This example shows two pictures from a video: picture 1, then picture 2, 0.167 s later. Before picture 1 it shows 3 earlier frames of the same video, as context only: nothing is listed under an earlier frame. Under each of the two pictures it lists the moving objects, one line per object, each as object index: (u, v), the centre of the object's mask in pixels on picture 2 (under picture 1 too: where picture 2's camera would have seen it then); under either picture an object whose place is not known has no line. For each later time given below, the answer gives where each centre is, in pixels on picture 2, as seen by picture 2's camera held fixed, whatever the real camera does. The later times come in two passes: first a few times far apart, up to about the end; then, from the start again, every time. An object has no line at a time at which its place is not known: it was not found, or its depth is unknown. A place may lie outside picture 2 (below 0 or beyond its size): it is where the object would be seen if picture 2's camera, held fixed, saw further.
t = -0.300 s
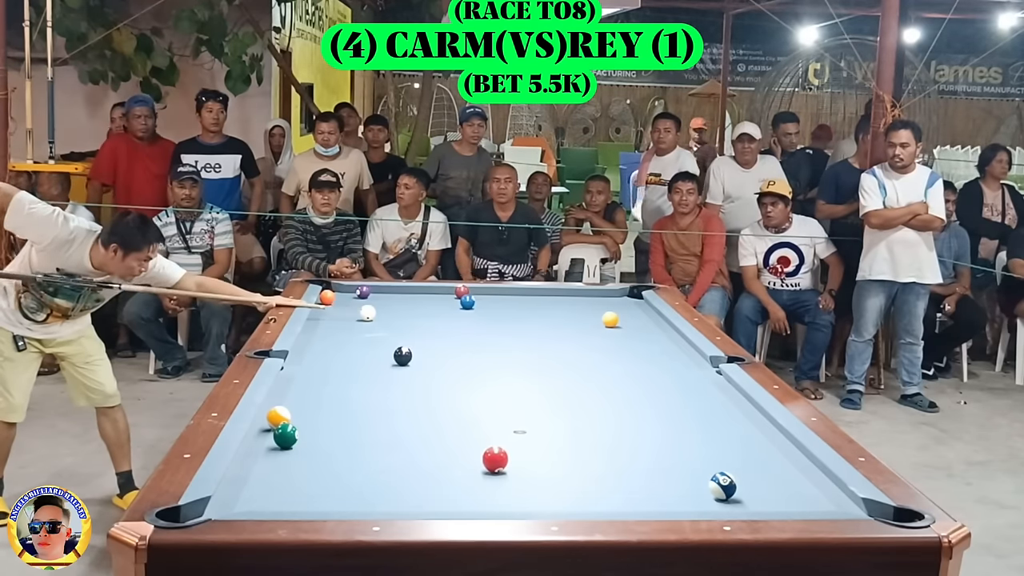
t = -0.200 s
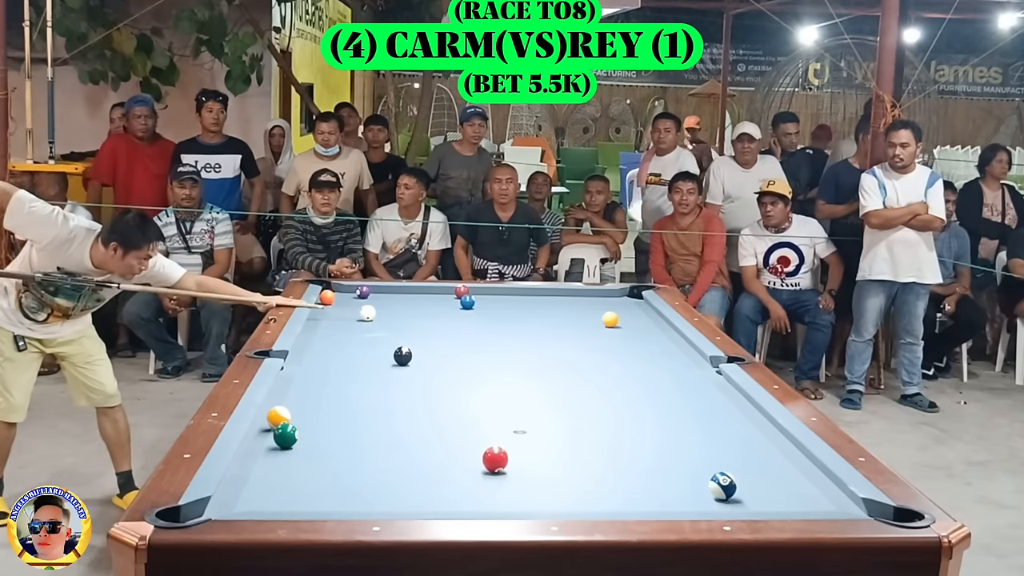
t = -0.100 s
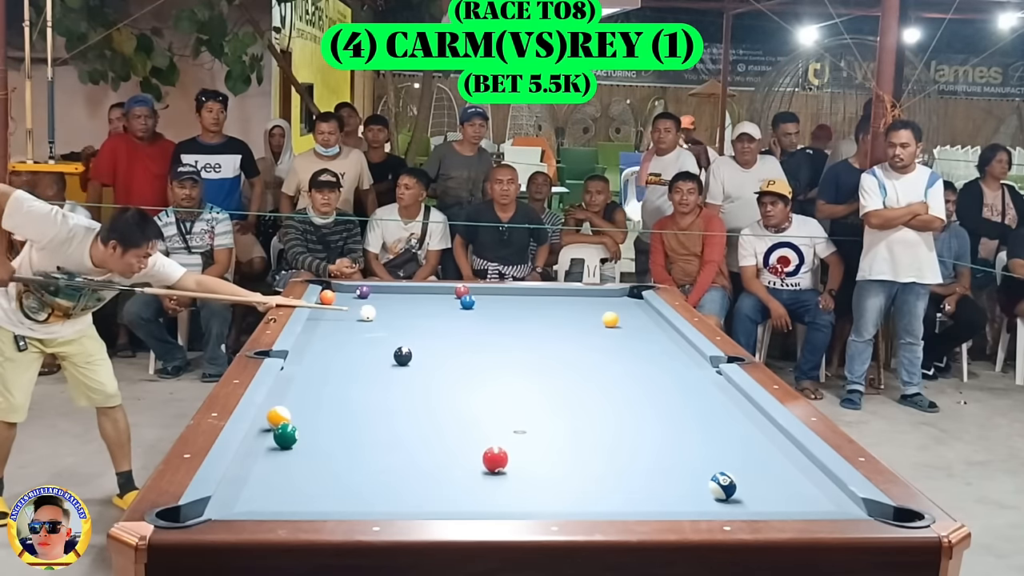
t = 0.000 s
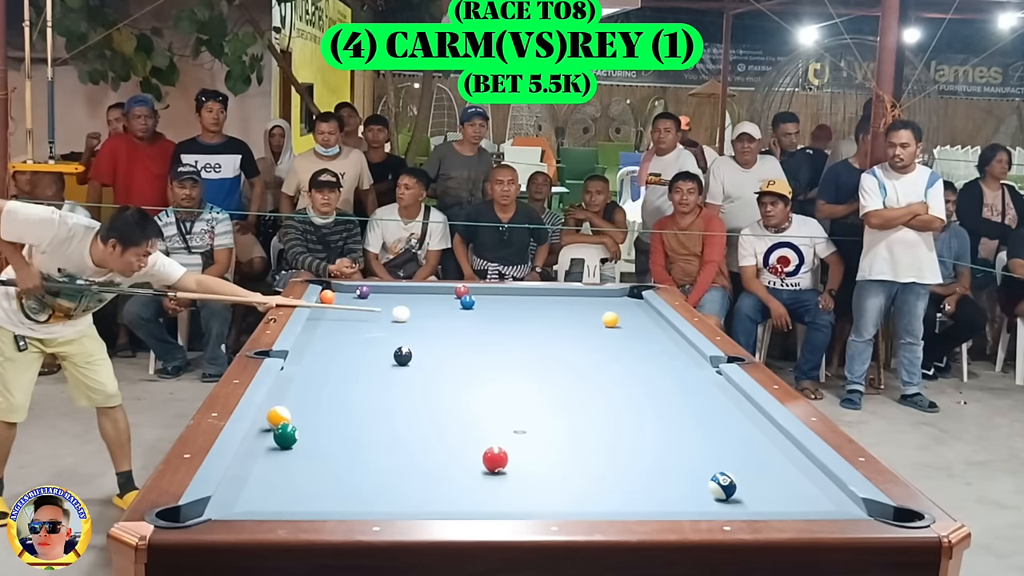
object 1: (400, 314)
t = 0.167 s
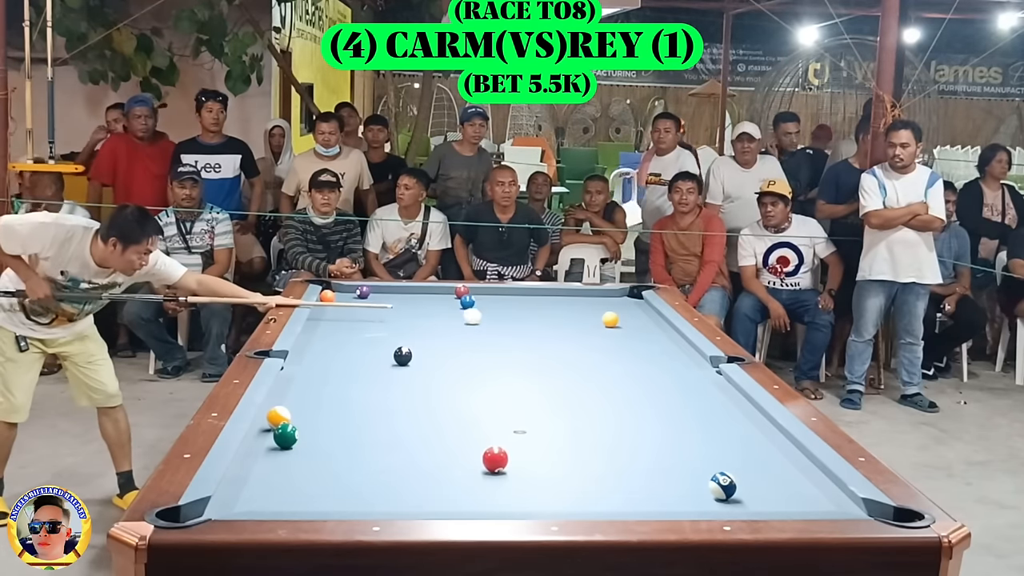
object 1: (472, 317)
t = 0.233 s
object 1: (500, 317)
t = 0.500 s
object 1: (605, 323)
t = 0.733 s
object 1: (664, 332)
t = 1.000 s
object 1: (650, 340)
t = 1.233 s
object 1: (626, 347)
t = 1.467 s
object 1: (601, 354)
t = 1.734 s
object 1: (573, 361)
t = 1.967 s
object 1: (547, 369)
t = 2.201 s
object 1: (520, 376)
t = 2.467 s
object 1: (488, 385)
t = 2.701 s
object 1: (458, 395)
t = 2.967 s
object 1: (425, 402)
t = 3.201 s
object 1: (395, 411)
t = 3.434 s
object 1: (365, 420)
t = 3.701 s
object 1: (331, 429)
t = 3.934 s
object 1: (309, 438)
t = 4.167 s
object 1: (302, 445)
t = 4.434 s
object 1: (296, 452)
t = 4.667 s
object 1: (290, 459)
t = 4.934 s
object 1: (284, 466)
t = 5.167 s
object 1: (279, 472)
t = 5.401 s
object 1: (275, 477)
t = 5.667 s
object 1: (272, 482)
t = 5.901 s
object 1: (270, 485)
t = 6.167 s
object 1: (269, 489)
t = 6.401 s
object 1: (270, 491)
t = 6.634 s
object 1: (270, 492)
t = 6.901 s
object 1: (270, 494)
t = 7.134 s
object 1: (269, 494)
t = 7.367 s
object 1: (270, 494)
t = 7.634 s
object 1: (270, 494)
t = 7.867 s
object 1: (270, 494)
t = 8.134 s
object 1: (270, 494)
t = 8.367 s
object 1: (270, 494)
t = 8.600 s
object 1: (270, 494)
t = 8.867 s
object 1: (270, 494)
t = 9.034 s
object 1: (270, 494)
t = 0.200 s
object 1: (486, 317)
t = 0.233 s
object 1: (500, 317)
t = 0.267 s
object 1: (514, 318)
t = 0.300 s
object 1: (528, 318)
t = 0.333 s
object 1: (542, 319)
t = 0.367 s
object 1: (557, 319)
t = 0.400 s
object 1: (571, 320)
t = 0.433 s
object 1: (584, 321)
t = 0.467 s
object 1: (598, 321)
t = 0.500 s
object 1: (605, 323)
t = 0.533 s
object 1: (613, 324)
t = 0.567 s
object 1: (621, 325)
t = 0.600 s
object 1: (629, 326)
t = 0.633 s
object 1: (638, 327)
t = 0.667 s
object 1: (647, 329)
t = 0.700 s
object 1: (655, 330)
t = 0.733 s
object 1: (664, 332)
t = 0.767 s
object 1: (674, 334)
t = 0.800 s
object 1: (671, 334)
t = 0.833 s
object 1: (667, 335)
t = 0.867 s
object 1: (664, 336)
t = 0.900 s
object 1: (660, 337)
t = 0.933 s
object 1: (657, 338)
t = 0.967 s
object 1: (654, 339)
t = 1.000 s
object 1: (650, 340)
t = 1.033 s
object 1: (647, 341)
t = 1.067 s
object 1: (643, 342)
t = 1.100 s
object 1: (639, 343)
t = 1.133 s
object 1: (636, 344)
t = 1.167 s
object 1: (633, 345)
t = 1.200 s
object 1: (629, 346)
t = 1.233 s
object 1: (626, 347)
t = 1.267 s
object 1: (622, 348)
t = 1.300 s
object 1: (618, 349)
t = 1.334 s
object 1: (615, 350)
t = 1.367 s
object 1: (612, 351)
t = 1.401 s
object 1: (608, 352)
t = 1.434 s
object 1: (604, 353)
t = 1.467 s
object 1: (601, 354)
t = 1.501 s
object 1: (597, 355)
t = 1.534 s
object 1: (593, 356)
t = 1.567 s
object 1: (590, 356)
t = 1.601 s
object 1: (586, 358)
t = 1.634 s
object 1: (583, 359)
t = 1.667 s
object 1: (580, 359)
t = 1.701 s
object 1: (577, 360)
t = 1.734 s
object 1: (573, 361)
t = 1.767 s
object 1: (568, 363)
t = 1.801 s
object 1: (566, 364)
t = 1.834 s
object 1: (562, 365)
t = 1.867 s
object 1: (558, 366)
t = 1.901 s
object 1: (555, 367)
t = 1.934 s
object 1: (550, 368)
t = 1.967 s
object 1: (547, 369)
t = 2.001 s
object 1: (543, 370)
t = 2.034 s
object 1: (539, 372)
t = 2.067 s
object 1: (535, 372)
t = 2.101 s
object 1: (531, 372)
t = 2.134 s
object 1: (527, 374)
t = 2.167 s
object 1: (524, 375)
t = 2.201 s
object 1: (520, 376)
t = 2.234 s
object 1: (516, 378)
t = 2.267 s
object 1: (512, 379)
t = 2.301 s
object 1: (509, 380)
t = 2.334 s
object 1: (504, 381)
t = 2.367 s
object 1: (499, 382)
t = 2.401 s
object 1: (496, 385)
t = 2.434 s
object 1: (492, 385)
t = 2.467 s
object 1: (488, 385)
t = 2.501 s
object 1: (484, 386)
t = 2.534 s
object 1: (480, 387)
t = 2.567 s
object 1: (476, 389)
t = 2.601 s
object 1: (472, 390)
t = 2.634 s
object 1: (468, 391)
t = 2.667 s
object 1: (463, 392)
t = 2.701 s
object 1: (458, 395)
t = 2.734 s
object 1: (454, 395)
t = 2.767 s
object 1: (450, 395)
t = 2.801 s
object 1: (446, 397)
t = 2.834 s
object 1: (442, 397)
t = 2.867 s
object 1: (437, 399)
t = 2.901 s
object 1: (433, 400)
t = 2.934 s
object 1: (429, 401)
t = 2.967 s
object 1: (425, 402)
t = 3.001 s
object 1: (422, 404)
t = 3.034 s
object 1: (417, 406)
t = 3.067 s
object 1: (412, 406)
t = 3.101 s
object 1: (408, 408)
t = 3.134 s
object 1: (404, 409)
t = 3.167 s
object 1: (399, 410)
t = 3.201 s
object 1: (395, 411)
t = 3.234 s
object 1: (391, 412)
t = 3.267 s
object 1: (387, 413)
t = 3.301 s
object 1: (382, 415)
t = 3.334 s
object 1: (378, 416)
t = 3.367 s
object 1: (374, 417)
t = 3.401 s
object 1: (369, 419)
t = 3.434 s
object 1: (365, 420)
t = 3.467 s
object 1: (360, 421)
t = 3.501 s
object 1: (357, 422)
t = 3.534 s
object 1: (352, 423)
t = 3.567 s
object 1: (348, 424)
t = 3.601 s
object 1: (344, 426)
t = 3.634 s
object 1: (339, 427)
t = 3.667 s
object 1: (335, 428)
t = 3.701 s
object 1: (331, 429)
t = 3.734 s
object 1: (327, 430)
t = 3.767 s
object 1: (323, 432)
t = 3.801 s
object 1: (318, 433)
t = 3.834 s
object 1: (313, 434)
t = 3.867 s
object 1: (311, 435)
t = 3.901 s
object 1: (310, 437)
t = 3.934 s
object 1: (309, 438)
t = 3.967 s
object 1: (308, 439)
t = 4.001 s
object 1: (307, 440)
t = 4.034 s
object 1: (306, 441)
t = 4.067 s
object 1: (305, 442)
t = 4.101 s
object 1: (304, 443)
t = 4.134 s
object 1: (303, 444)
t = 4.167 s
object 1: (302, 445)
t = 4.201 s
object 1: (301, 446)
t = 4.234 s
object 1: (301, 447)
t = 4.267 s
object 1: (300, 448)
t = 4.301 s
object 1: (299, 449)
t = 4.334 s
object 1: (299, 450)
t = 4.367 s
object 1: (298, 450)
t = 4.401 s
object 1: (297, 452)
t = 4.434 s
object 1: (296, 452)
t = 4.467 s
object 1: (295, 453)
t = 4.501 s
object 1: (294, 454)
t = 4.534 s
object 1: (293, 455)
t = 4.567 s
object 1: (292, 456)
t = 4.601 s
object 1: (291, 457)
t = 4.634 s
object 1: (291, 458)
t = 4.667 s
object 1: (290, 459)
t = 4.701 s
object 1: (289, 460)
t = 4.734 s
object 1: (288, 461)
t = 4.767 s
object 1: (287, 462)
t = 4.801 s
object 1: (287, 463)
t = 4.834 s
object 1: (286, 464)
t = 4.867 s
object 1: (285, 464)
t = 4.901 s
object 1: (285, 465)
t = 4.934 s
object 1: (284, 466)
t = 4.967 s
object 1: (283, 467)
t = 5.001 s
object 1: (282, 467)
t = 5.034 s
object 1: (282, 468)
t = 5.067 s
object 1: (281, 469)
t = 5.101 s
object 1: (280, 470)
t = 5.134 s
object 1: (280, 471)
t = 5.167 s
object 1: (279, 472)
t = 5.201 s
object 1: (278, 472)
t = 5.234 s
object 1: (278, 473)
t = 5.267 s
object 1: (277, 474)
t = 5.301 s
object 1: (277, 475)
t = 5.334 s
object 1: (276, 475)
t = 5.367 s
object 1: (275, 476)
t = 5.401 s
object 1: (275, 477)
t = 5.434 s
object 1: (274, 477)
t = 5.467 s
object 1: (274, 478)
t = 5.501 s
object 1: (274, 479)
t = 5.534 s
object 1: (273, 479)
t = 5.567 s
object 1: (273, 480)
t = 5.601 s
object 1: (273, 481)
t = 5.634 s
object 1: (272, 481)
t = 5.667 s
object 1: (272, 482)
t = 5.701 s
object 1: (271, 482)
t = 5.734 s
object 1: (271, 483)
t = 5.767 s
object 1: (271, 483)
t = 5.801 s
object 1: (270, 484)
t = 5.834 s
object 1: (270, 484)
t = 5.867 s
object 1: (270, 485)
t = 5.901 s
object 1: (270, 485)
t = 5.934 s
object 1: (269, 486)
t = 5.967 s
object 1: (269, 486)
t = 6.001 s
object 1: (269, 487)
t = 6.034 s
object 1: (269, 487)
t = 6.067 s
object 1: (269, 488)
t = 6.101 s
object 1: (269, 488)
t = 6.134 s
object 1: (269, 489)
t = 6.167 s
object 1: (269, 489)
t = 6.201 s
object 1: (269, 489)
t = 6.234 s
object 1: (269, 490)
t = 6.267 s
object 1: (269, 490)
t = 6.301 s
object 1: (269, 490)
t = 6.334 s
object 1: (269, 491)
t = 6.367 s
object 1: (269, 491)
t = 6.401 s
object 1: (270, 491)
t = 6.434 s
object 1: (270, 491)
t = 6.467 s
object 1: (270, 492)
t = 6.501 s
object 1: (270, 492)
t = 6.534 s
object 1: (270, 492)
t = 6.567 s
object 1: (270, 492)
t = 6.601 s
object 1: (270, 492)
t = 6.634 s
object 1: (270, 492)
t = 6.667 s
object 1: (271, 493)
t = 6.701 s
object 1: (271, 493)
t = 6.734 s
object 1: (270, 493)
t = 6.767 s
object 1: (271, 493)
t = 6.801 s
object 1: (270, 493)
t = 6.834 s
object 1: (270, 493)
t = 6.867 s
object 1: (270, 493)
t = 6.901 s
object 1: (270, 494)
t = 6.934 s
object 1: (270, 494)
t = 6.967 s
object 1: (269, 494)
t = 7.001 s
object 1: (269, 494)
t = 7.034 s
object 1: (269, 494)
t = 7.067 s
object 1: (269, 494)
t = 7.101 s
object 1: (269, 494)
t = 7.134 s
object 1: (269, 494)
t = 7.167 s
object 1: (269, 494)
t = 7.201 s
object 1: (269, 494)
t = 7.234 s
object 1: (270, 494)
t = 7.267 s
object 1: (270, 494)
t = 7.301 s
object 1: (270, 494)
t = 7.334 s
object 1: (270, 494)
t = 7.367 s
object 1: (270, 494)
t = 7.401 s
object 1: (270, 493)
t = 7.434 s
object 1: (270, 494)
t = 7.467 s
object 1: (270, 493)
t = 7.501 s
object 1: (270, 494)
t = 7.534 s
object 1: (270, 494)
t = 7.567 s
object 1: (270, 494)
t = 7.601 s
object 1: (270, 494)
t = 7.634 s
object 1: (270, 494)
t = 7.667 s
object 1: (270, 494)
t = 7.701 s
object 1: (270, 494)
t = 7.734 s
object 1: (270, 494)
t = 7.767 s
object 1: (270, 494)
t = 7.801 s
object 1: (270, 494)
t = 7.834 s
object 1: (270, 494)
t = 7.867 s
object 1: (270, 494)
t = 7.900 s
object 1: (270, 494)
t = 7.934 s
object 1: (270, 494)
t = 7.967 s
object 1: (270, 494)
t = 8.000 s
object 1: (270, 494)
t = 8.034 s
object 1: (270, 494)
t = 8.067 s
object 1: (270, 493)
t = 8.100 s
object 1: (270, 494)
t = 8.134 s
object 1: (270, 494)
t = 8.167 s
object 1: (270, 494)
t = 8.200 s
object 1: (270, 494)
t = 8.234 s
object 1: (270, 494)
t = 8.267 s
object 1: (270, 494)
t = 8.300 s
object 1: (270, 494)
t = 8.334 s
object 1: (270, 494)
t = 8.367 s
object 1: (270, 494)
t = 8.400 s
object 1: (270, 494)
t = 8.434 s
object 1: (270, 494)
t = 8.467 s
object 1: (270, 494)
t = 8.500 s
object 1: (270, 494)
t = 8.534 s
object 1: (270, 494)
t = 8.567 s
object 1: (270, 494)
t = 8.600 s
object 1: (270, 494)
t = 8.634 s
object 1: (270, 494)
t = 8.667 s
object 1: (270, 494)
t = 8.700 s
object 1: (270, 494)
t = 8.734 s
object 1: (270, 494)
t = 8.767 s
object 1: (270, 494)
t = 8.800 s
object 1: (270, 494)
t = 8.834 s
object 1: (270, 494)
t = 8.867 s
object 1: (270, 494)
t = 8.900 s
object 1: (270, 494)
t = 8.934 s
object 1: (270, 494)
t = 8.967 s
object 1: (270, 494)
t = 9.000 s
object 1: (270, 494)
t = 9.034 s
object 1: (270, 494)
